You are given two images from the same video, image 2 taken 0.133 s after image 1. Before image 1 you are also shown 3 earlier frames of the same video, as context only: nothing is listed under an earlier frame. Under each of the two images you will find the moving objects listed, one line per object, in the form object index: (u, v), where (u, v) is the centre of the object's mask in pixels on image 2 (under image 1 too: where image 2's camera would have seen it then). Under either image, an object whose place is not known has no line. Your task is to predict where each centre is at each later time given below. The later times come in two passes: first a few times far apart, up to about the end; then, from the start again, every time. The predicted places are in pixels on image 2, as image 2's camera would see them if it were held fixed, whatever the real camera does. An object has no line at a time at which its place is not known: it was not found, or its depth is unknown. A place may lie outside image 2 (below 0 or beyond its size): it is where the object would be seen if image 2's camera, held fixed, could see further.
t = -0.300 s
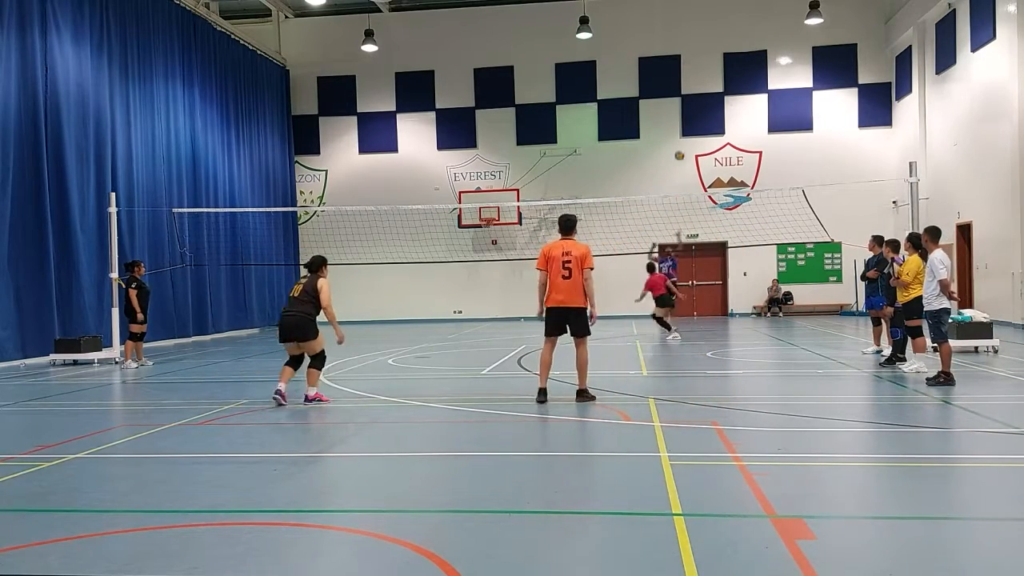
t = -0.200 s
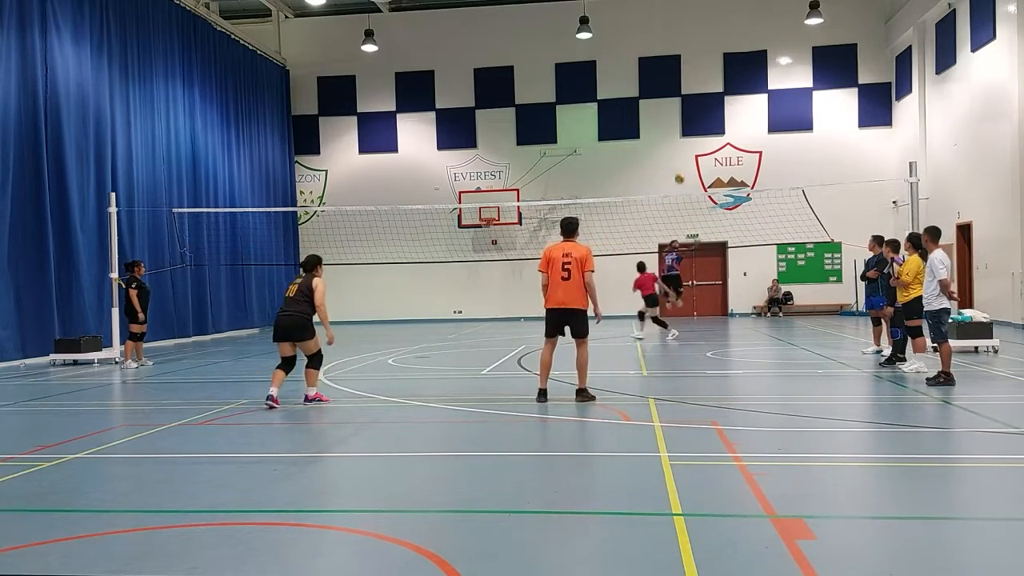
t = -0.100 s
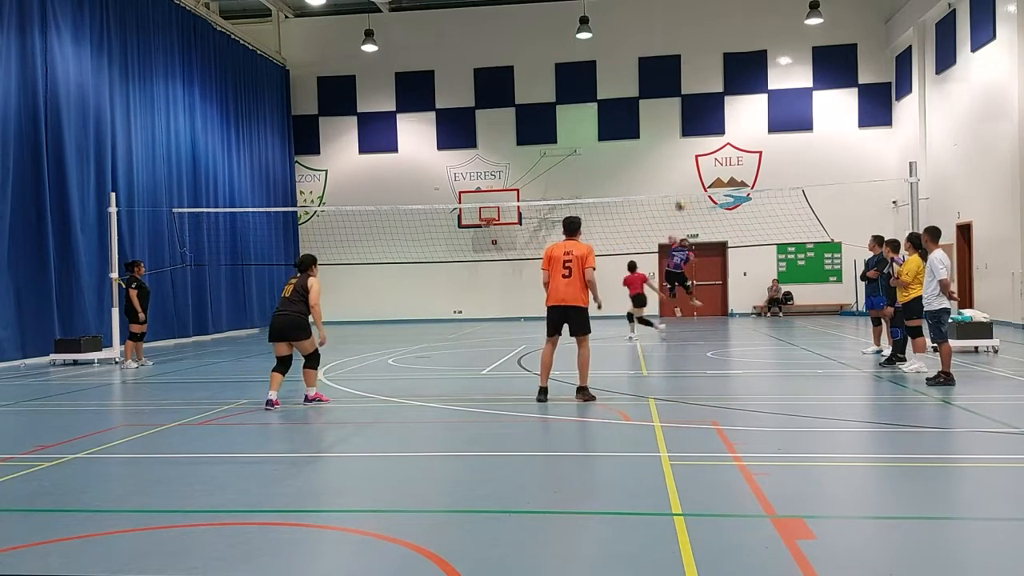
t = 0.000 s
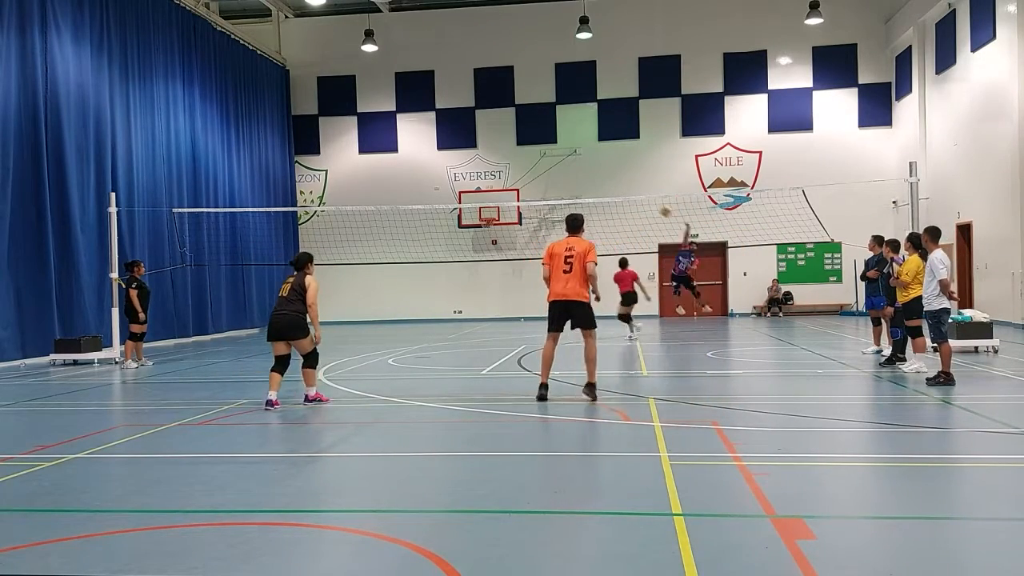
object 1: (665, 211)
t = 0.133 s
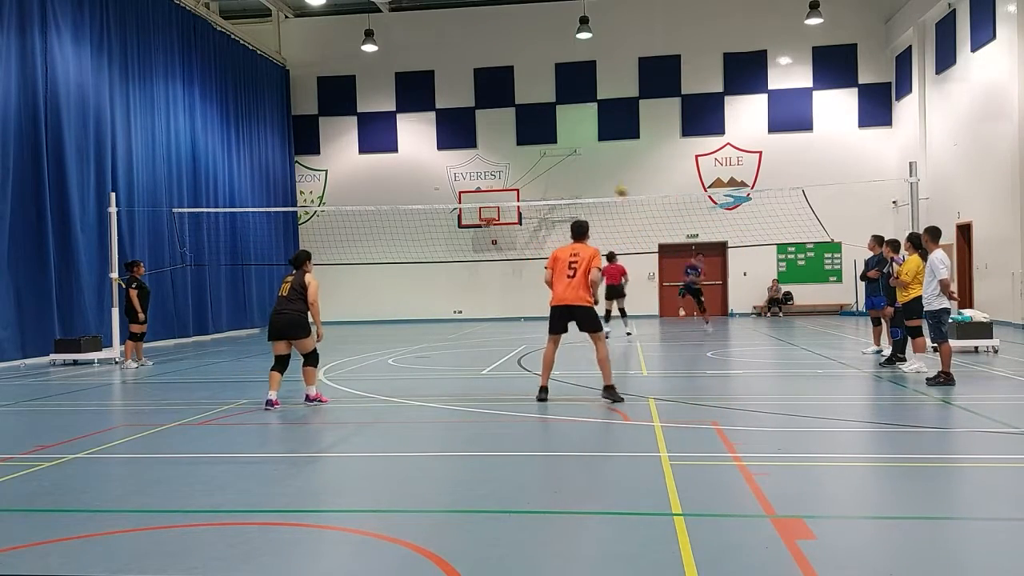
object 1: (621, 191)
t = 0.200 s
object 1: (596, 184)
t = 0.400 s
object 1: (506, 180)
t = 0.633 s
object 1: (368, 215)
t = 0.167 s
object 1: (608, 187)
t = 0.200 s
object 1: (596, 184)
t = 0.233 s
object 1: (582, 181)
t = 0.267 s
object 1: (569, 179)
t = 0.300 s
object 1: (555, 178)
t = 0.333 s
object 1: (541, 178)
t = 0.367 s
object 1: (524, 177)
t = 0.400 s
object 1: (506, 180)
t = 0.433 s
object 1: (490, 181)
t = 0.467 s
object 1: (473, 185)
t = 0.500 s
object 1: (454, 189)
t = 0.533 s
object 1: (433, 193)
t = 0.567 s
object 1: (413, 199)
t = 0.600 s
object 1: (390, 208)
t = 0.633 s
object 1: (368, 215)
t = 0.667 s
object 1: (344, 227)
